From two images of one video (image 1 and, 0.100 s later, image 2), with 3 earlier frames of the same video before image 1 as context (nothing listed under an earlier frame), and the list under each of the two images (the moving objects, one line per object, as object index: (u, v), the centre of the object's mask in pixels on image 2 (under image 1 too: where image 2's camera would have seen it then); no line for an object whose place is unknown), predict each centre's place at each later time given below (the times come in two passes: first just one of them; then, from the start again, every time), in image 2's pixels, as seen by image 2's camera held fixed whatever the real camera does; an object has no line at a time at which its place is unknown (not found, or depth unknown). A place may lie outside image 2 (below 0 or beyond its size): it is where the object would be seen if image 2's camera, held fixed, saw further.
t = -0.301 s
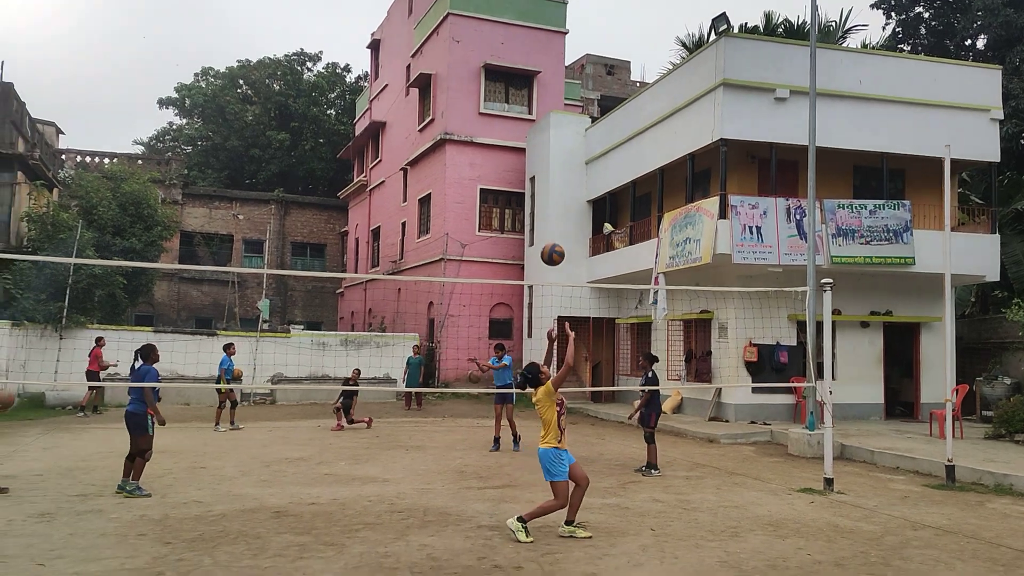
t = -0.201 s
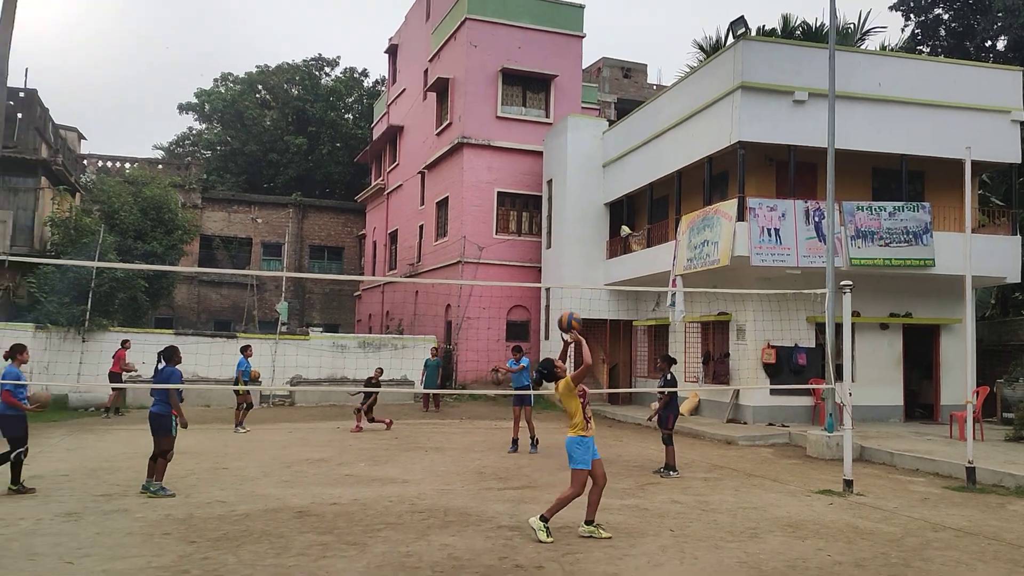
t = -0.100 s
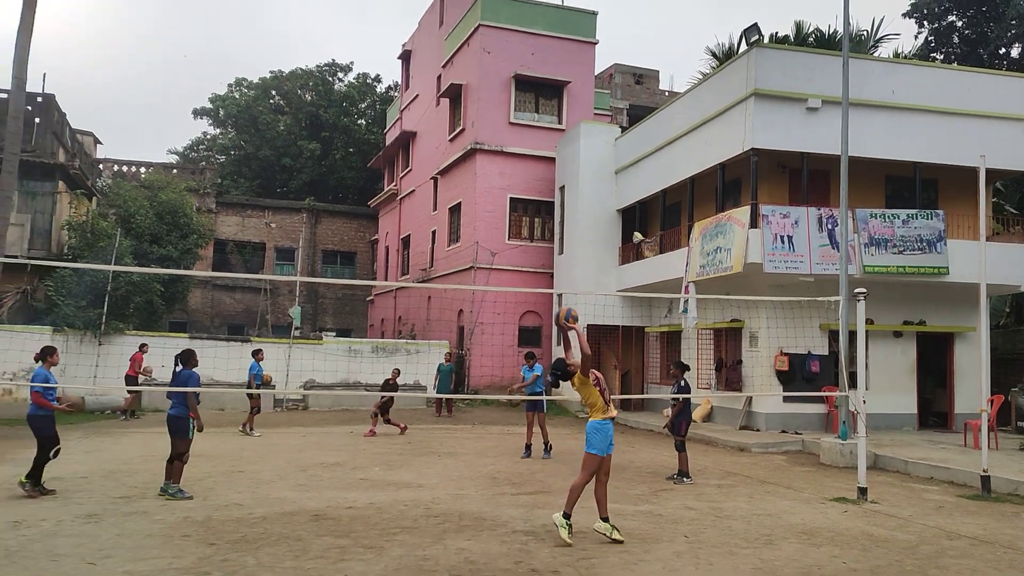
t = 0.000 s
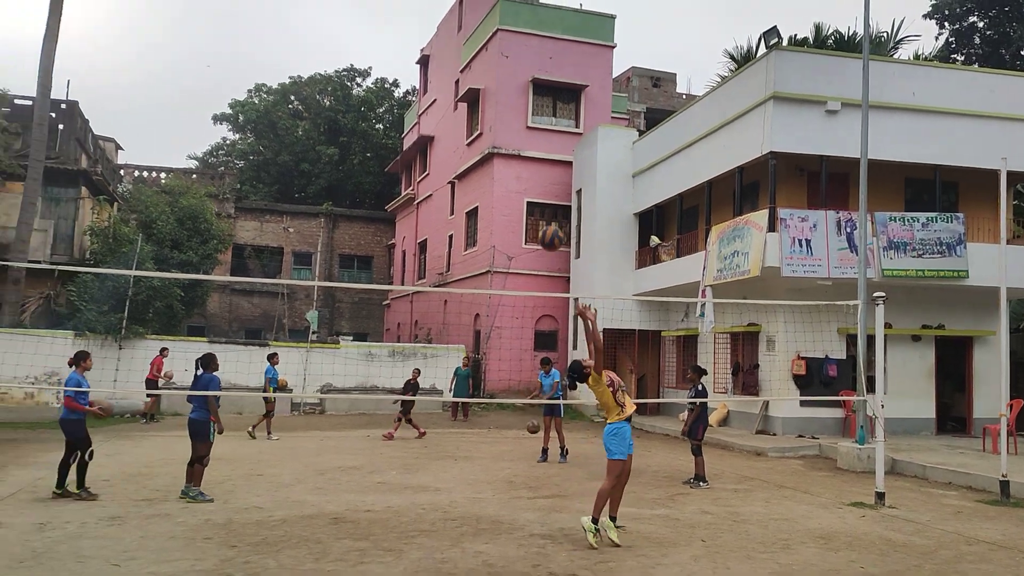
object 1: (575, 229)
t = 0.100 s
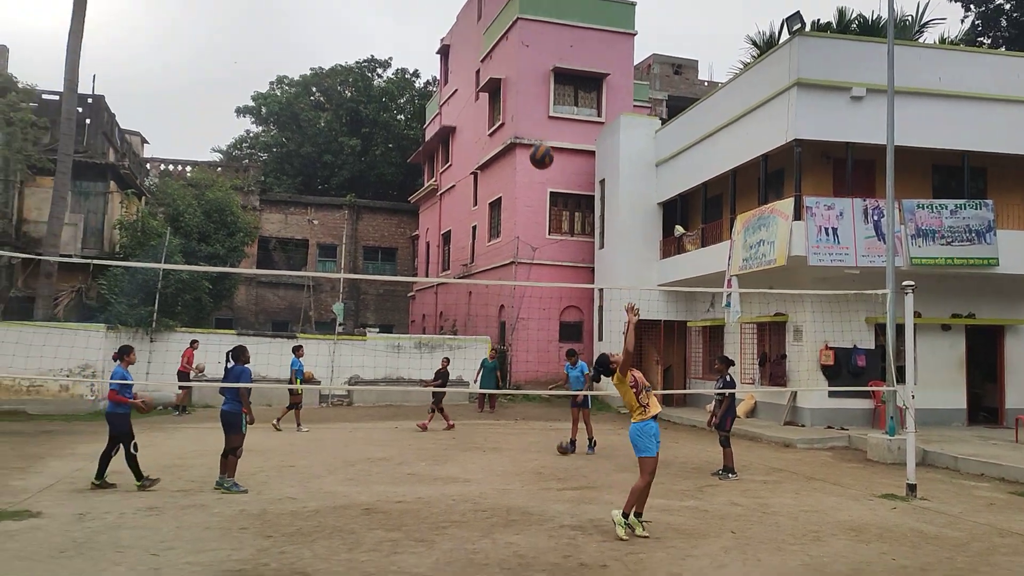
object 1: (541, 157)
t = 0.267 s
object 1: (484, 71)
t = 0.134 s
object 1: (530, 136)
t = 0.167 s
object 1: (518, 118)
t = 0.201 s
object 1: (506, 101)
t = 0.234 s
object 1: (496, 85)
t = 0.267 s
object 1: (484, 71)
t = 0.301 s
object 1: (473, 57)
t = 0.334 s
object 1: (461, 44)
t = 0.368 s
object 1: (449, 33)
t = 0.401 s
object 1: (438, 24)
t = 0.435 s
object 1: (425, 14)
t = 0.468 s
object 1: (413, 7)
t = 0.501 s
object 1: (400, 1)
